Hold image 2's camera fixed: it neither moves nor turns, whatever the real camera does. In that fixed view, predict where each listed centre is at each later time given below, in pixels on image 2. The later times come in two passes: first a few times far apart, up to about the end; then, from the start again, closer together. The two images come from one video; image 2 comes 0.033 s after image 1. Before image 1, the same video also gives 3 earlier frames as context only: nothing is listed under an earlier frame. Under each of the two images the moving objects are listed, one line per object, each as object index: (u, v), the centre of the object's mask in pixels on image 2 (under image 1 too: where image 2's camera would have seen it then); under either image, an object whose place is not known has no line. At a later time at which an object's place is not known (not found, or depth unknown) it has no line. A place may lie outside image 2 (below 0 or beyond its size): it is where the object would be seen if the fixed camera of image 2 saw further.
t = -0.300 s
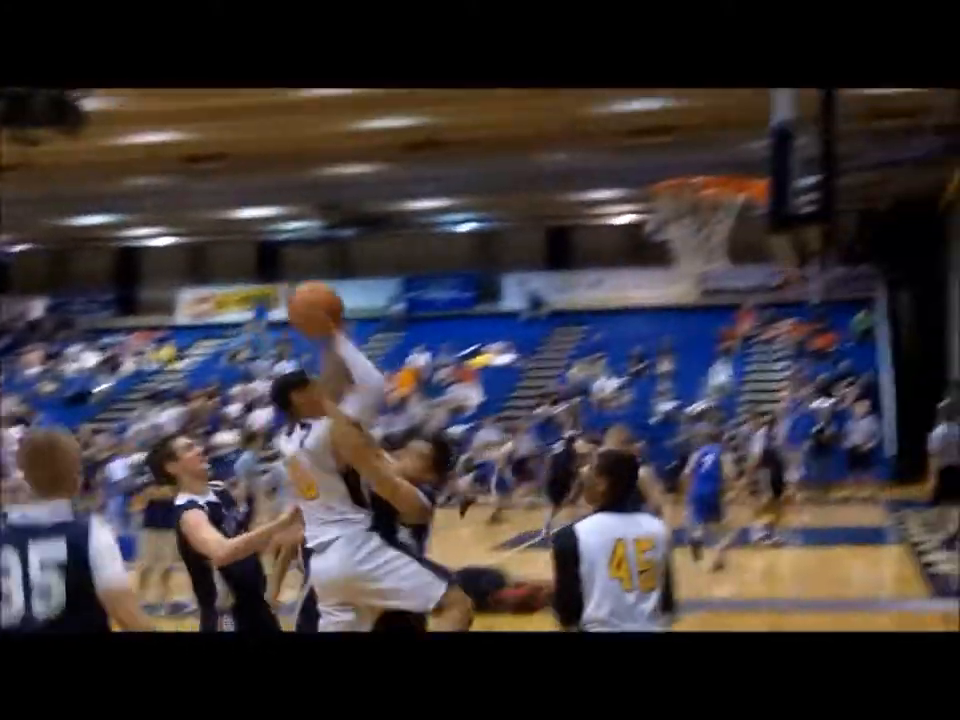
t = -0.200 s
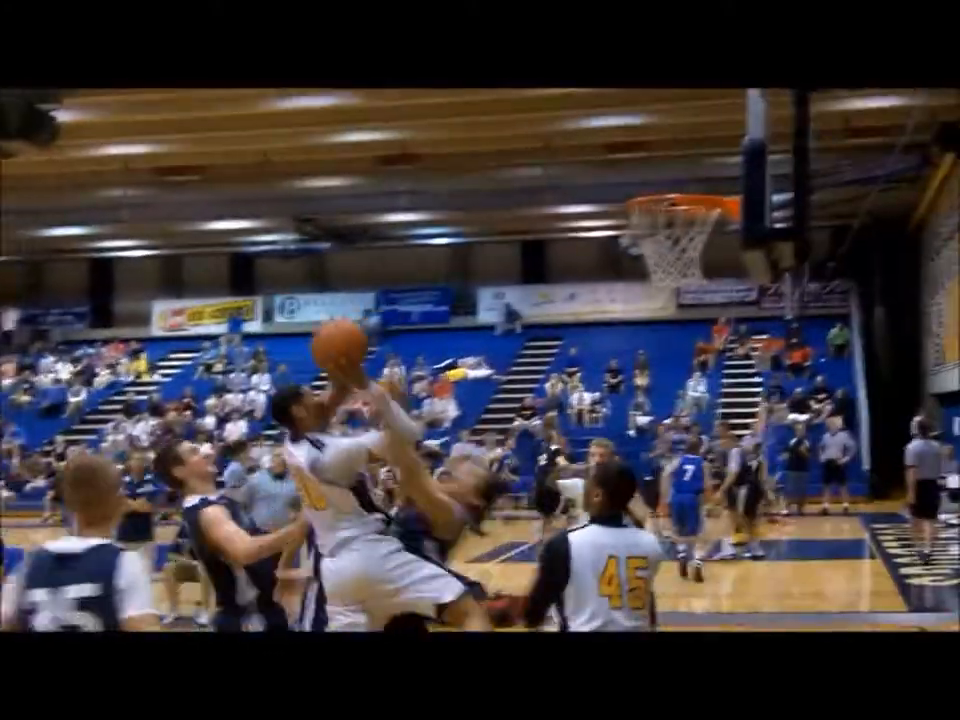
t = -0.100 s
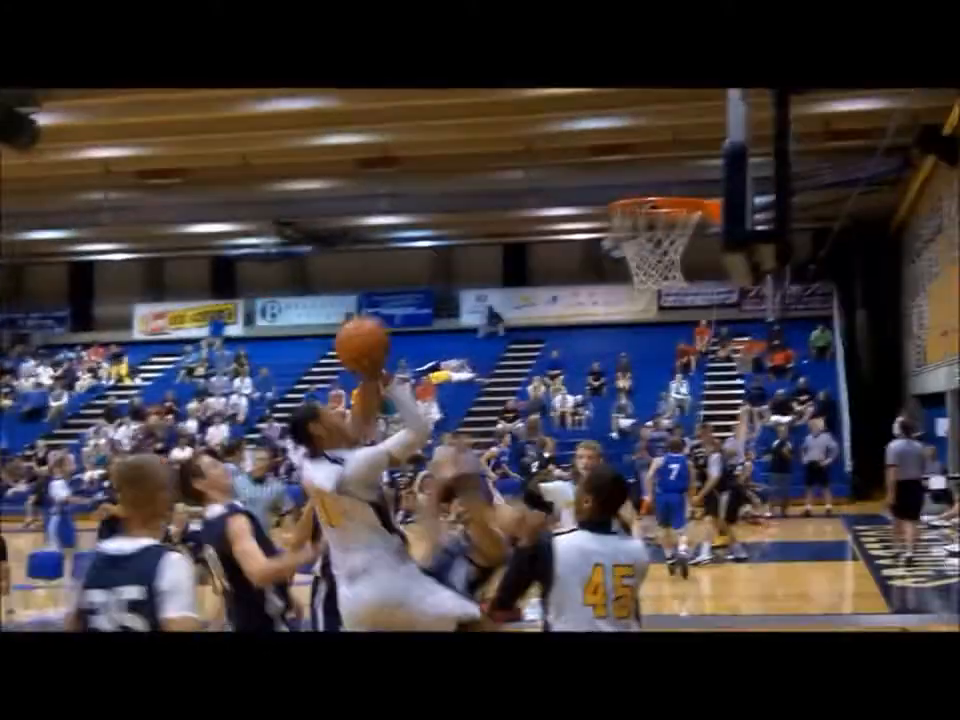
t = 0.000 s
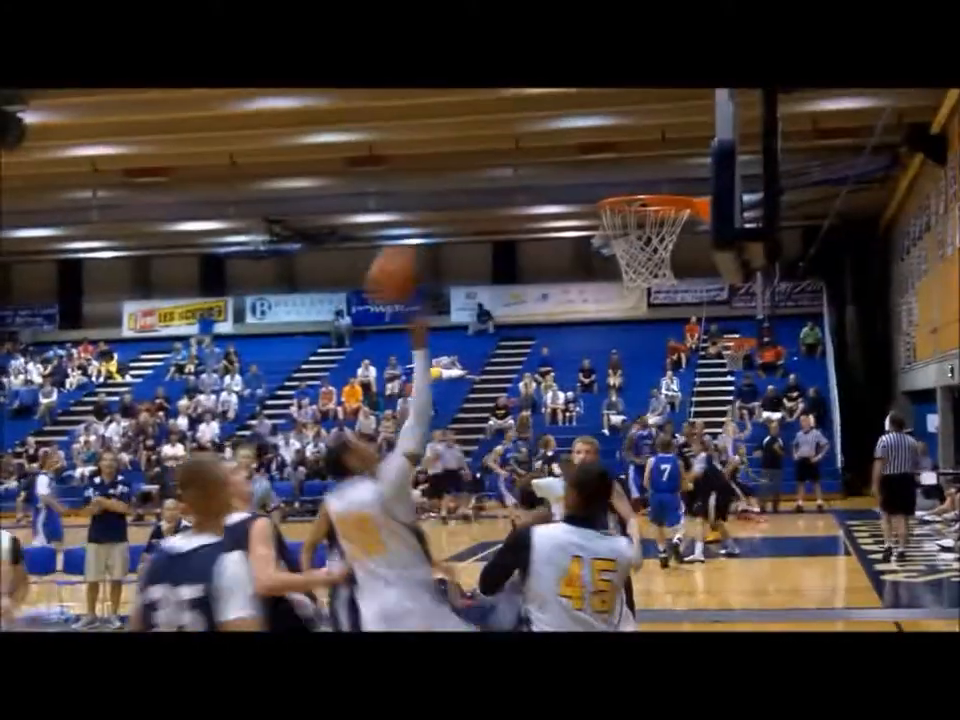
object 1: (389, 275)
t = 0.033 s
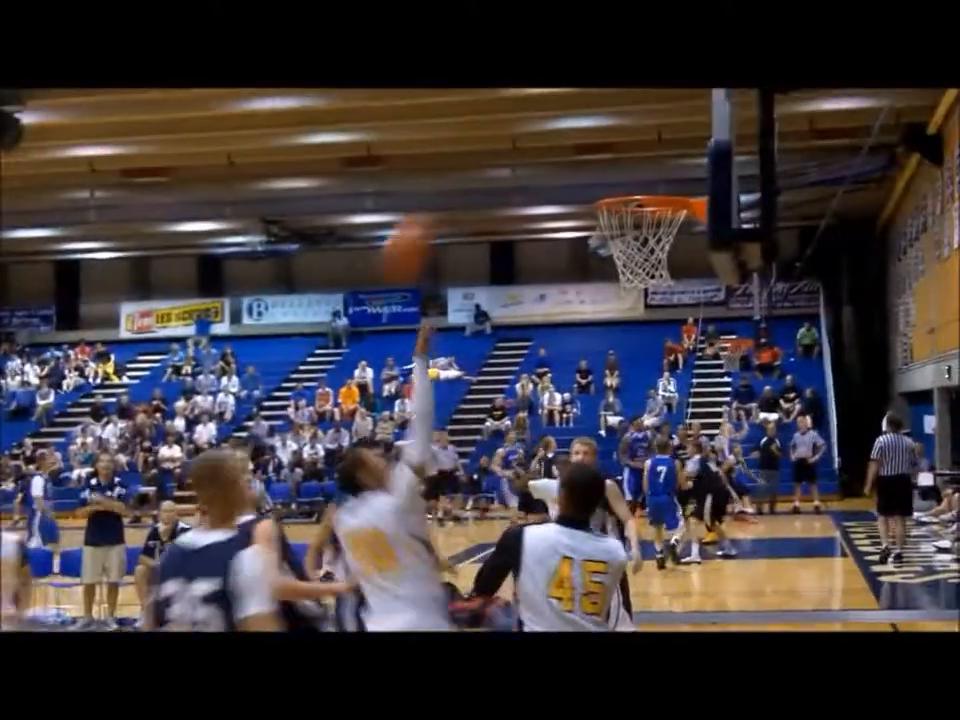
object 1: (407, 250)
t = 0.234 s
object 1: (517, 128)
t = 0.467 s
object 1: (636, 103)
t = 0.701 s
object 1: (656, 176)
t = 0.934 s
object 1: (613, 275)
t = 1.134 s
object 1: (605, 355)
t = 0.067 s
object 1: (432, 215)
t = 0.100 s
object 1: (443, 198)
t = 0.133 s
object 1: (464, 177)
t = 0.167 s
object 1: (483, 158)
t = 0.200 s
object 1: (497, 143)
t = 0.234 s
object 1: (517, 128)
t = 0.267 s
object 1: (534, 118)
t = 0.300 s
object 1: (552, 109)
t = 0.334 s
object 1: (569, 105)
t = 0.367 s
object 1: (585, 103)
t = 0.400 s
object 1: (604, 101)
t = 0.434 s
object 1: (619, 101)
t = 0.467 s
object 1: (636, 103)
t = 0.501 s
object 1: (652, 106)
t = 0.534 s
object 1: (667, 116)
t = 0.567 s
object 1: (684, 123)
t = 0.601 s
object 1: (690, 134)
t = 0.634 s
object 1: (681, 147)
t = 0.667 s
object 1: (669, 163)
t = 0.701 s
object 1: (656, 176)
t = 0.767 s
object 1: (631, 222)
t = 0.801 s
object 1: (621, 235)
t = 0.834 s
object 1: (617, 261)
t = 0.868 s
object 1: (614, 265)
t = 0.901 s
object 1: (614, 272)
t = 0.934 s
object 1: (613, 275)
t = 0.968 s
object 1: (612, 281)
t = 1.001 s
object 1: (609, 293)
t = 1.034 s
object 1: (608, 305)
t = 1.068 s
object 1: (607, 321)
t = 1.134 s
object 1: (605, 355)
